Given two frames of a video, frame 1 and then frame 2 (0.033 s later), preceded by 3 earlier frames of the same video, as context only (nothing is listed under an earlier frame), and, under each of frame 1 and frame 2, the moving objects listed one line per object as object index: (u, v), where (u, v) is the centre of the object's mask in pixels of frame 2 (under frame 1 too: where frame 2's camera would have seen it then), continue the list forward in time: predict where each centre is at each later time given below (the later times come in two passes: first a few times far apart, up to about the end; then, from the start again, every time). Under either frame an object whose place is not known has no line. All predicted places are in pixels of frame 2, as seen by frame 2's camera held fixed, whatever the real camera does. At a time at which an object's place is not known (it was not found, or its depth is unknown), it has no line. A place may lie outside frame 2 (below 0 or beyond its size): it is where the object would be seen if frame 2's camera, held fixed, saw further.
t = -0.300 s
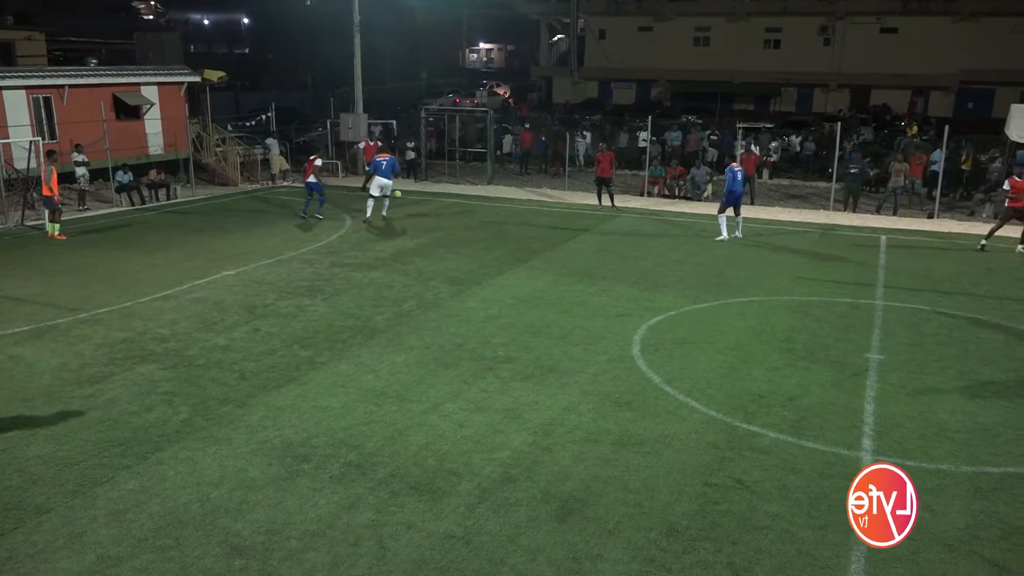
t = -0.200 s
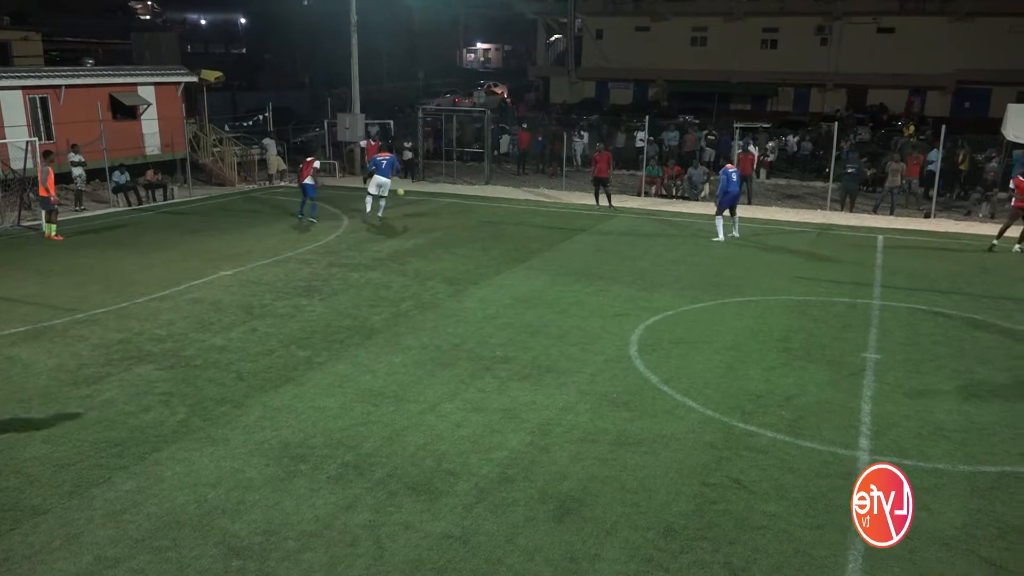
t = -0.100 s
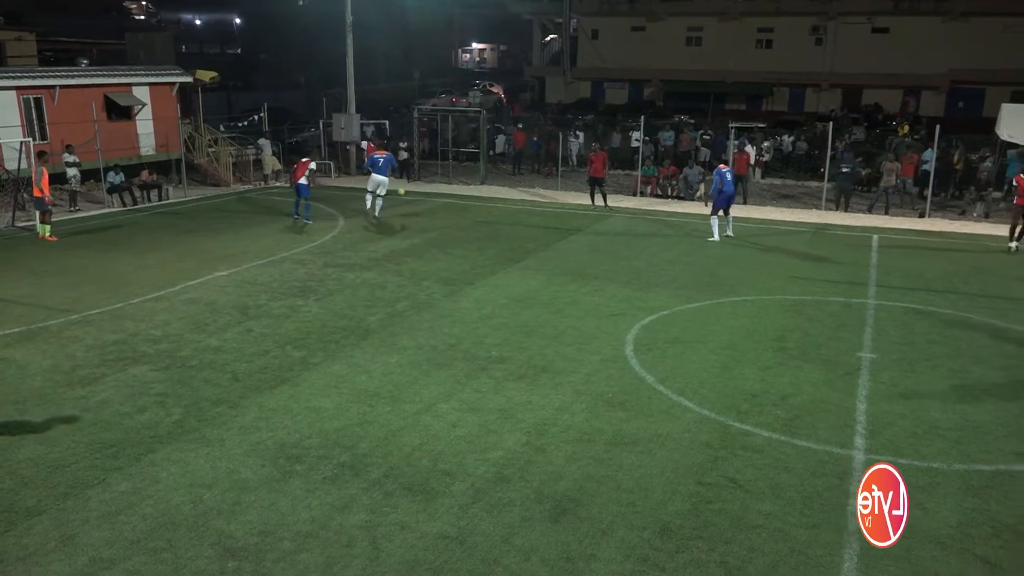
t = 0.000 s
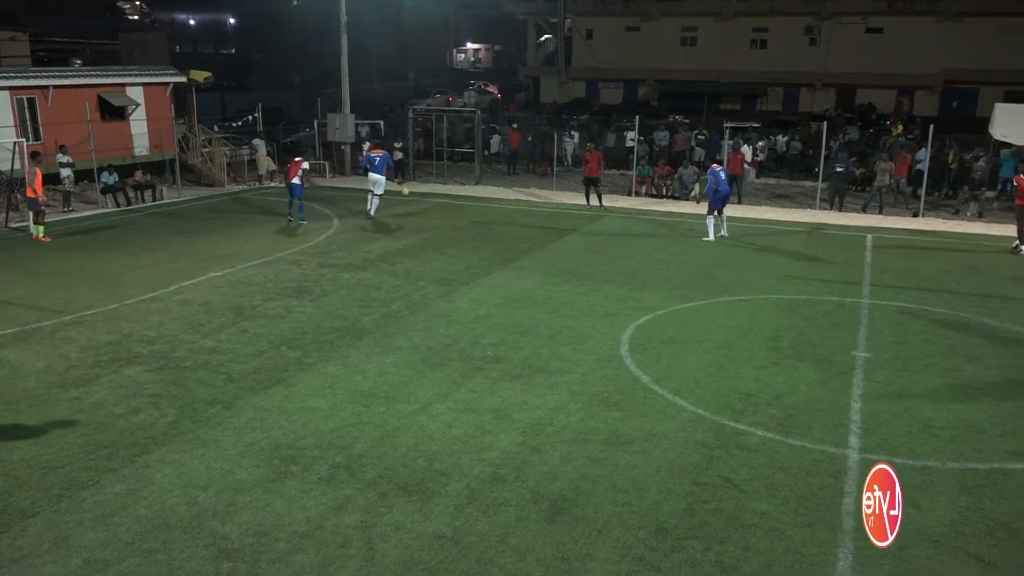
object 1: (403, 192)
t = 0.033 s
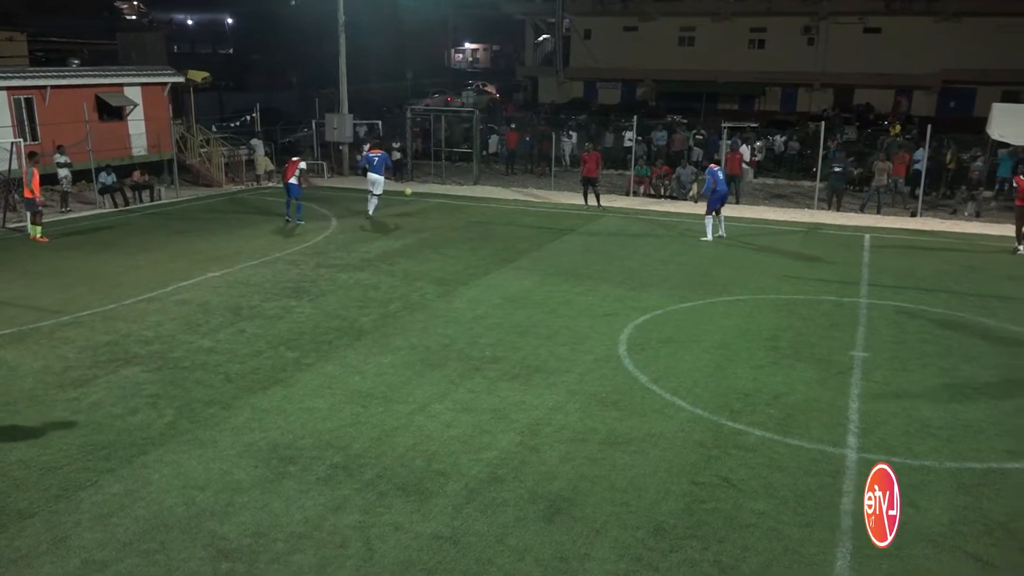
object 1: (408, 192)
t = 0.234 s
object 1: (436, 200)
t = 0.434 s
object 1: (465, 210)
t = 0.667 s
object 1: (501, 220)
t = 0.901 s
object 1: (543, 237)
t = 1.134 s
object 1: (589, 253)
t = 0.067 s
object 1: (413, 192)
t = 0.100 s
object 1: (417, 193)
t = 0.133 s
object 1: (422, 193)
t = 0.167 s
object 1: (426, 195)
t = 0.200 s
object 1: (431, 197)
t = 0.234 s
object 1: (436, 200)
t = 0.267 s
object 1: (441, 204)
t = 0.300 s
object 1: (446, 206)
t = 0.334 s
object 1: (450, 207)
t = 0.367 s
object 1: (455, 207)
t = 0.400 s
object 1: (460, 208)
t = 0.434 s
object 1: (465, 210)
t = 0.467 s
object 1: (470, 212)
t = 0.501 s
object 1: (475, 215)
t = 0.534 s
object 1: (480, 218)
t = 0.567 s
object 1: (485, 218)
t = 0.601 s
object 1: (491, 218)
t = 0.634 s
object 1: (496, 219)
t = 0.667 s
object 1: (501, 220)
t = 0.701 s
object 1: (507, 222)
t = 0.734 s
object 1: (513, 225)
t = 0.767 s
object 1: (519, 228)
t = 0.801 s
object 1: (525, 232)
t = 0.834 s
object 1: (530, 235)
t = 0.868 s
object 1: (536, 236)
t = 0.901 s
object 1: (543, 237)
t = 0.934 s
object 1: (549, 239)
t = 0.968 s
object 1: (555, 242)
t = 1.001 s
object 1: (562, 245)
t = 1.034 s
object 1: (568, 248)
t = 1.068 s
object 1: (575, 250)
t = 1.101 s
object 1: (582, 251)
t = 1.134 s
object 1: (589, 253)
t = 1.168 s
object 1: (596, 256)
